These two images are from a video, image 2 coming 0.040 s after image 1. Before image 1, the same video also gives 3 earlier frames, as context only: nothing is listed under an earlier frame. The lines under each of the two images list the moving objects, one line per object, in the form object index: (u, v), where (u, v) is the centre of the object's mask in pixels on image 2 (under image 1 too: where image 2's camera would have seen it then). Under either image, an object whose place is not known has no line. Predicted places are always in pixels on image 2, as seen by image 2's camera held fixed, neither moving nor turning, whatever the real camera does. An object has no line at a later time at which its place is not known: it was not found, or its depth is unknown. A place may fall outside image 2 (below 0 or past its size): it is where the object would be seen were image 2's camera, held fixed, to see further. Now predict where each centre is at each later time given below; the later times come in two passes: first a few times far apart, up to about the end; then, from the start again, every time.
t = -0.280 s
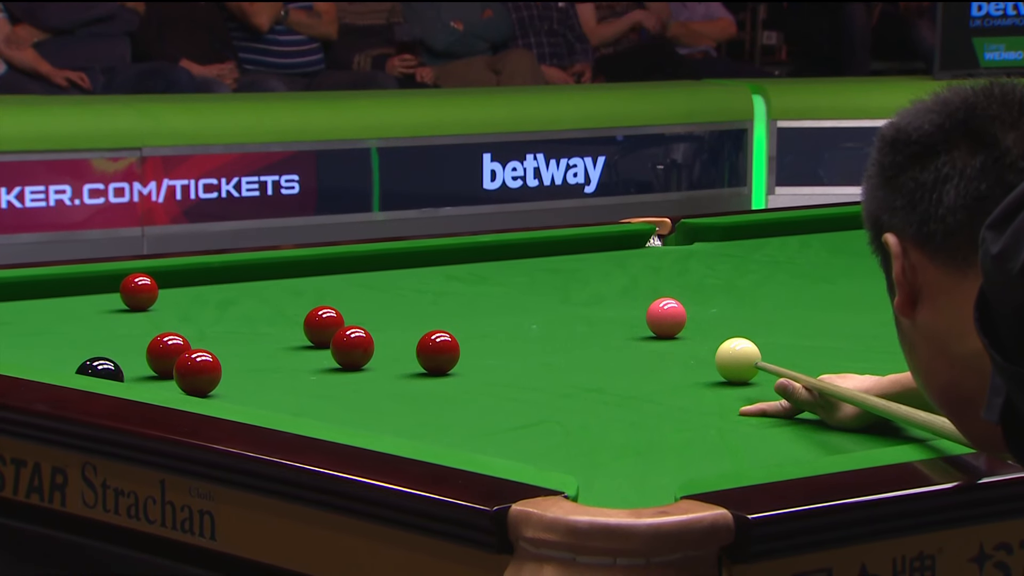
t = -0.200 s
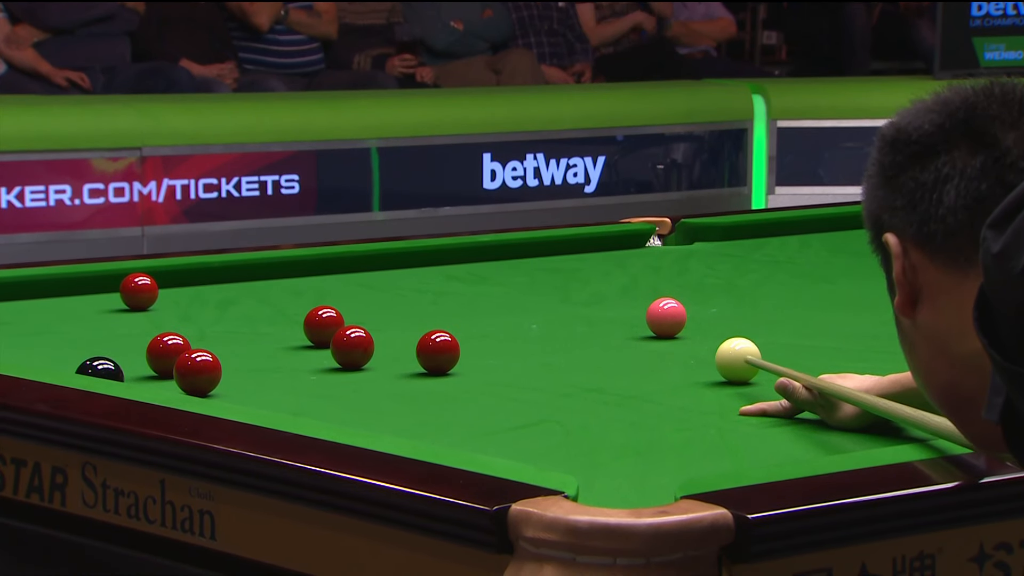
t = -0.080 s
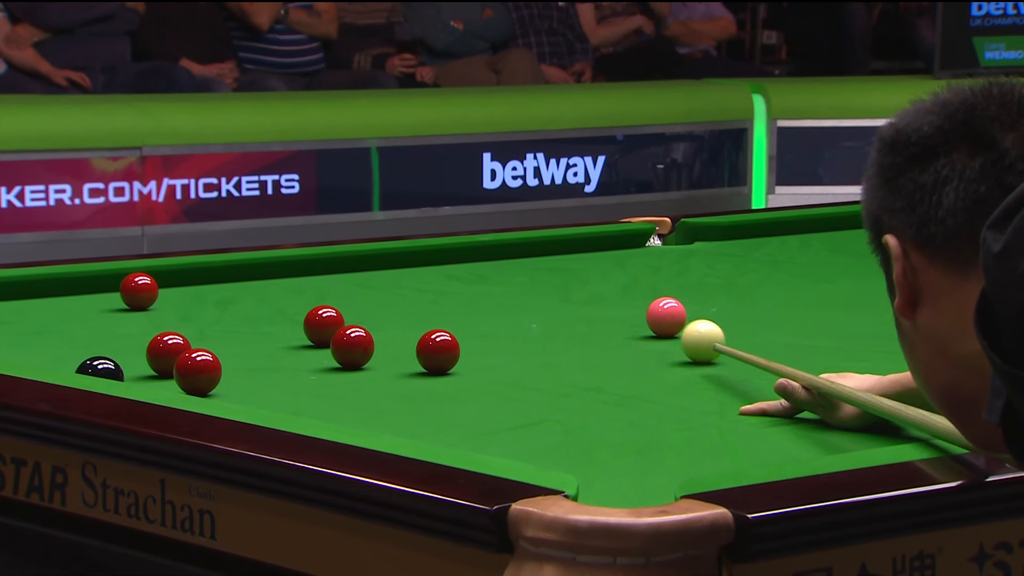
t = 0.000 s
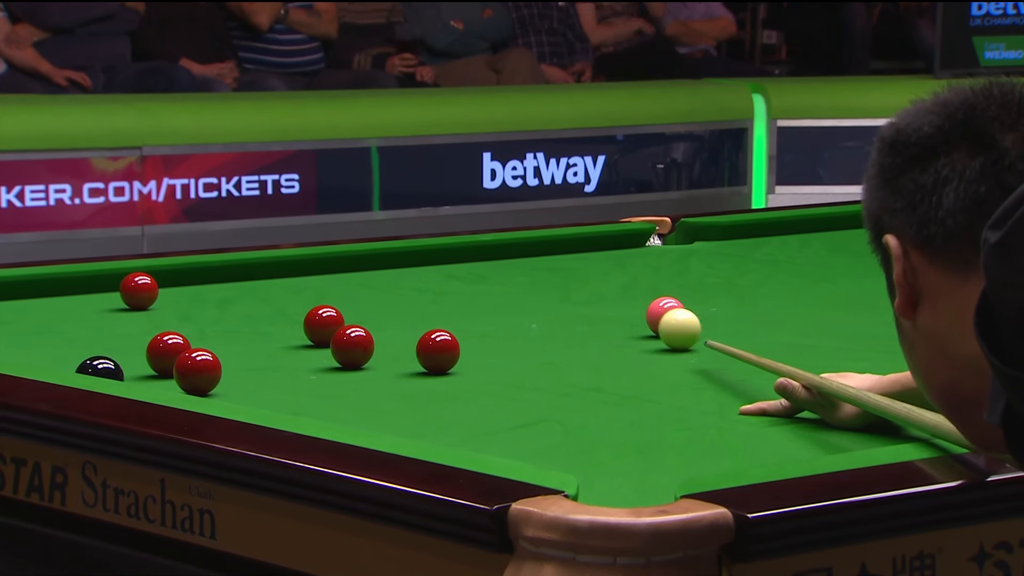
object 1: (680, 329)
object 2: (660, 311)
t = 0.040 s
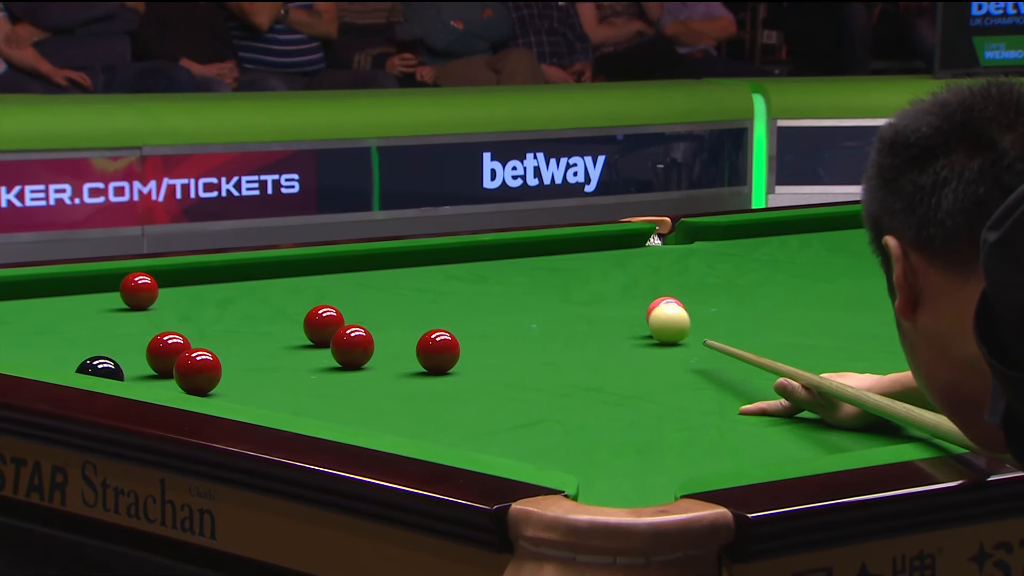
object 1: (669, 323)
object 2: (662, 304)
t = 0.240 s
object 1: (619, 318)
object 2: (666, 299)
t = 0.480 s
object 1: (562, 312)
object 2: (666, 283)
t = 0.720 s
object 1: (511, 306)
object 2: (667, 271)
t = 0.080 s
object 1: (659, 320)
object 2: (674, 304)
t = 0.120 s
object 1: (649, 320)
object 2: (671, 306)
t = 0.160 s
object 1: (639, 320)
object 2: (668, 304)
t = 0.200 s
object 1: (628, 319)
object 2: (666, 302)
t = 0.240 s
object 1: (619, 318)
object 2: (666, 299)
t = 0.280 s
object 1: (609, 317)
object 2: (666, 296)
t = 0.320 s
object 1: (599, 316)
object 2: (666, 293)
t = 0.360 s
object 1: (590, 315)
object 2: (666, 290)
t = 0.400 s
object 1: (581, 314)
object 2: (666, 288)
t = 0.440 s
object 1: (571, 313)
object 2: (666, 286)
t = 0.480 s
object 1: (562, 312)
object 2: (666, 283)
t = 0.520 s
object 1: (553, 311)
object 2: (666, 281)
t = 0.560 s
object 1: (545, 310)
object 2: (666, 279)
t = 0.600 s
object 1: (536, 309)
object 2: (666, 277)
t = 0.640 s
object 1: (528, 308)
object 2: (667, 275)
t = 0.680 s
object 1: (519, 307)
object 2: (667, 273)
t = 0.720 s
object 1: (511, 306)
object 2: (667, 271)
